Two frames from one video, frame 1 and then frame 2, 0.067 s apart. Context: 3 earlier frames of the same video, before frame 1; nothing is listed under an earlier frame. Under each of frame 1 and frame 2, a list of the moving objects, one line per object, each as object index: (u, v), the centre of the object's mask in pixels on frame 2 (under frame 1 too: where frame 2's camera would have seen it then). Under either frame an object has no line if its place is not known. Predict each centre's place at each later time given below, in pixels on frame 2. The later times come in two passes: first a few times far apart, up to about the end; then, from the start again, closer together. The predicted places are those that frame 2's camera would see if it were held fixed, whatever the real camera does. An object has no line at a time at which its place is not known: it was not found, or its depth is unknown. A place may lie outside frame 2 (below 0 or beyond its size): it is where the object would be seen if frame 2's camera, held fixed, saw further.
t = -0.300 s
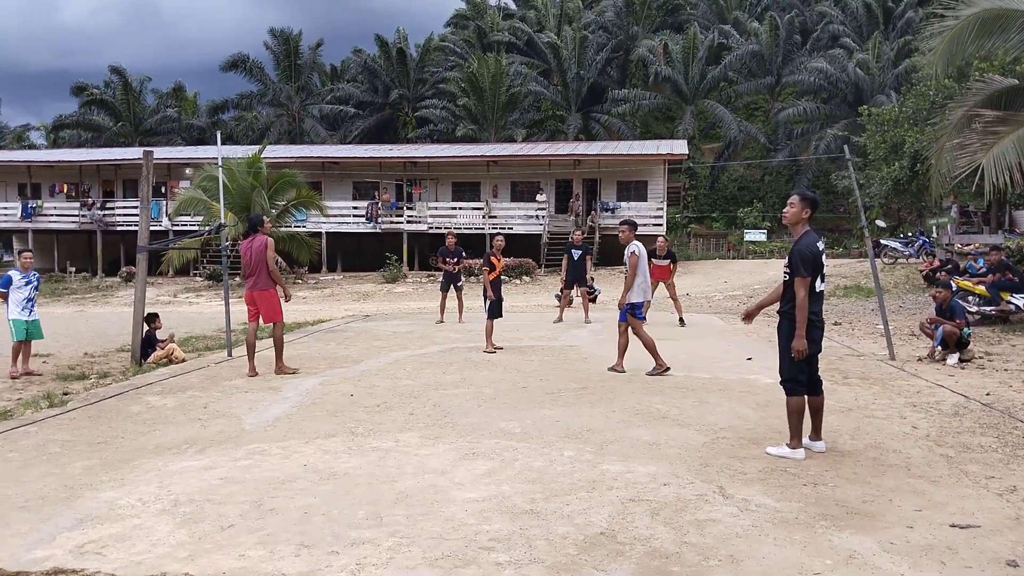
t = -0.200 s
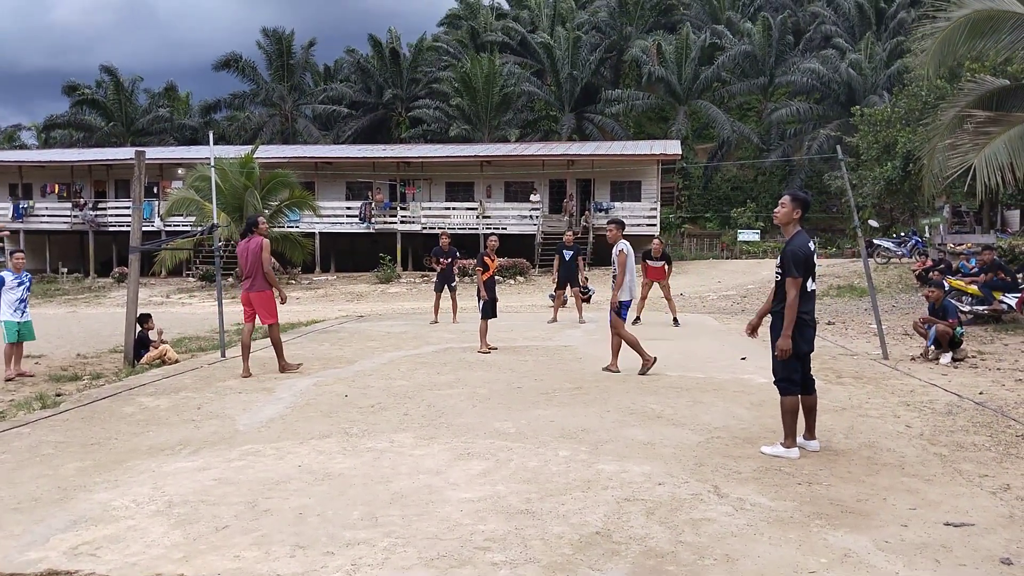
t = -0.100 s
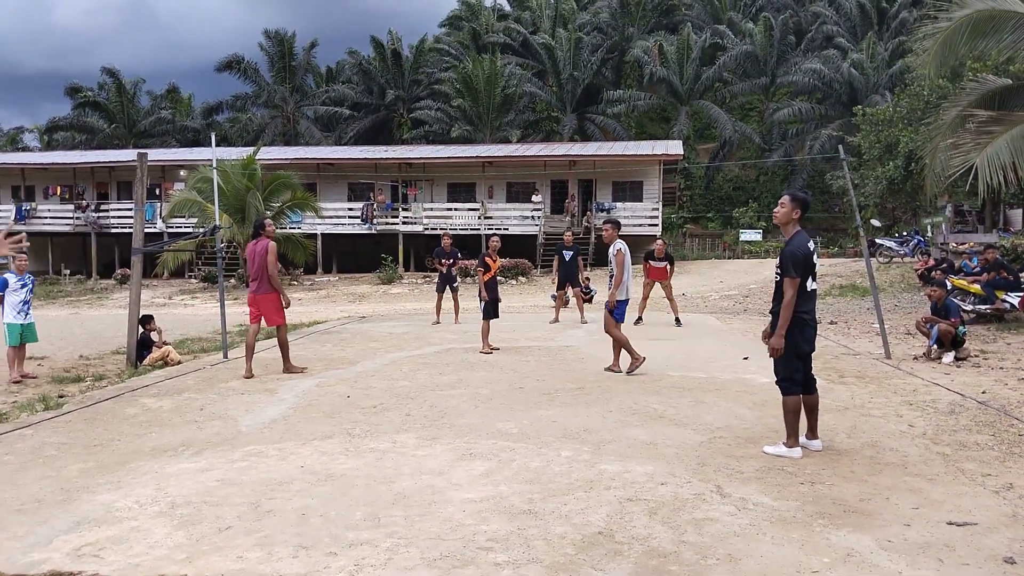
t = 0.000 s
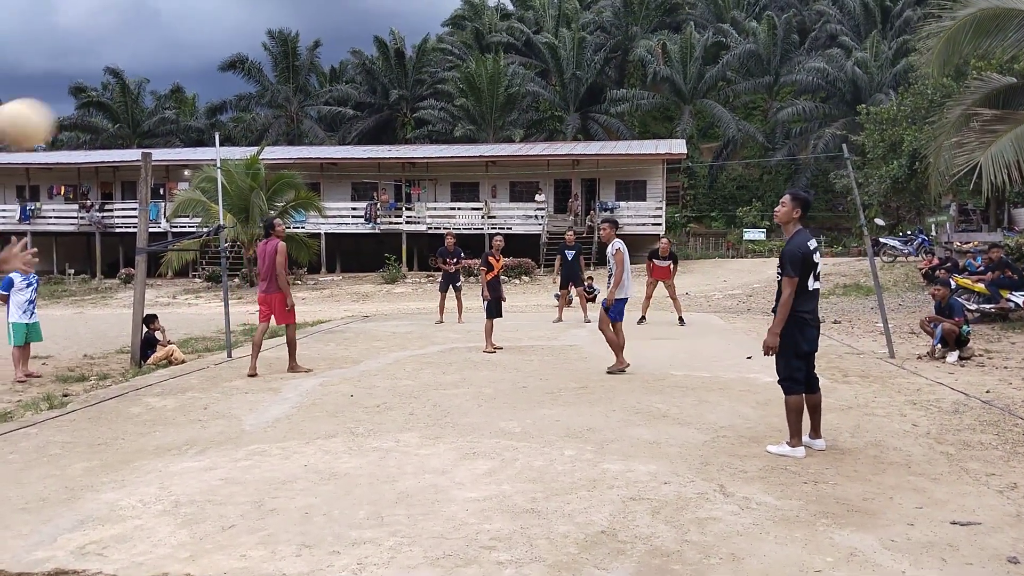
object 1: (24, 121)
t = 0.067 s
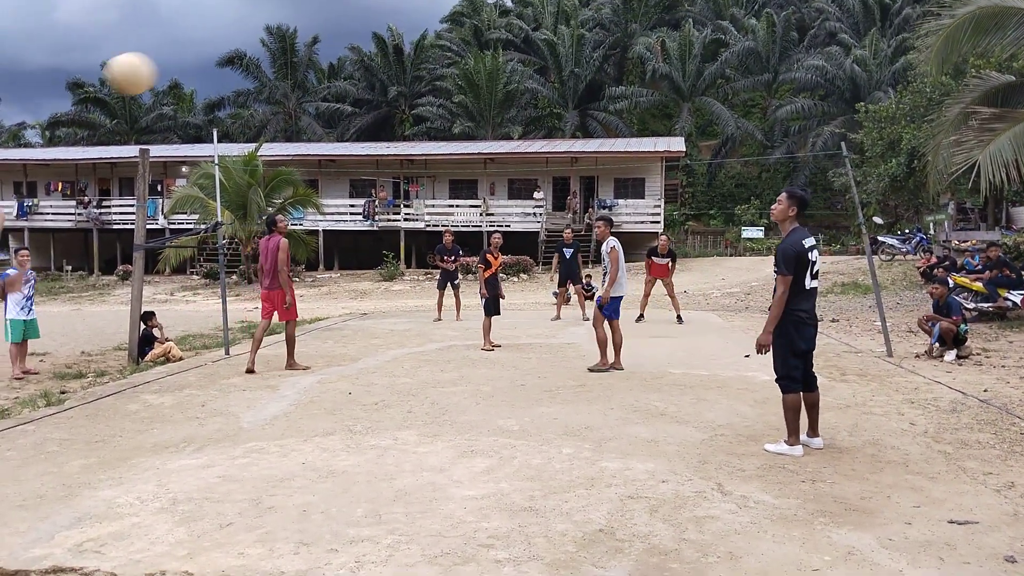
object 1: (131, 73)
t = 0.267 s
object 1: (319, 28)
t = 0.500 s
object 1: (426, 51)
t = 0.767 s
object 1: (489, 116)
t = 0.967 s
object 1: (518, 175)
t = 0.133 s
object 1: (212, 47)
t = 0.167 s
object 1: (245, 39)
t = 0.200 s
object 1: (273, 33)
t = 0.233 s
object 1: (297, 29)
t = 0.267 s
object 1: (319, 28)
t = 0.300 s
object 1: (339, 28)
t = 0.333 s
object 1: (357, 29)
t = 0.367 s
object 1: (373, 32)
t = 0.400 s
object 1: (389, 36)
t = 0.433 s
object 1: (403, 41)
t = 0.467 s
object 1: (415, 45)
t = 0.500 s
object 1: (426, 51)
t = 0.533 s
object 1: (436, 58)
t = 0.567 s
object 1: (445, 64)
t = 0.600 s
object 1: (453, 72)
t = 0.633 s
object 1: (462, 80)
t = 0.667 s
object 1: (469, 89)
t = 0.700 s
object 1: (476, 98)
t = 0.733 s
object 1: (483, 107)
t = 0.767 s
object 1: (489, 116)
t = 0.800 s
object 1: (494, 125)
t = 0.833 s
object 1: (499, 134)
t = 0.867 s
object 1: (504, 144)
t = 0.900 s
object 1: (509, 155)
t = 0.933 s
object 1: (514, 165)
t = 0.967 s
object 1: (518, 175)
